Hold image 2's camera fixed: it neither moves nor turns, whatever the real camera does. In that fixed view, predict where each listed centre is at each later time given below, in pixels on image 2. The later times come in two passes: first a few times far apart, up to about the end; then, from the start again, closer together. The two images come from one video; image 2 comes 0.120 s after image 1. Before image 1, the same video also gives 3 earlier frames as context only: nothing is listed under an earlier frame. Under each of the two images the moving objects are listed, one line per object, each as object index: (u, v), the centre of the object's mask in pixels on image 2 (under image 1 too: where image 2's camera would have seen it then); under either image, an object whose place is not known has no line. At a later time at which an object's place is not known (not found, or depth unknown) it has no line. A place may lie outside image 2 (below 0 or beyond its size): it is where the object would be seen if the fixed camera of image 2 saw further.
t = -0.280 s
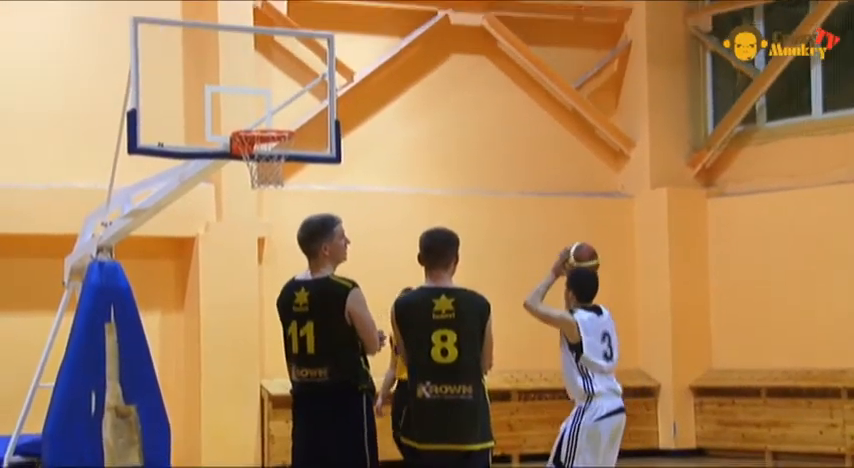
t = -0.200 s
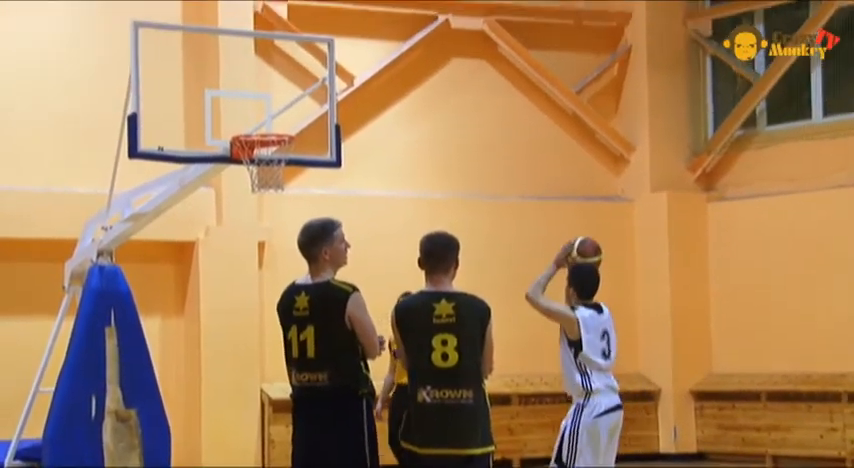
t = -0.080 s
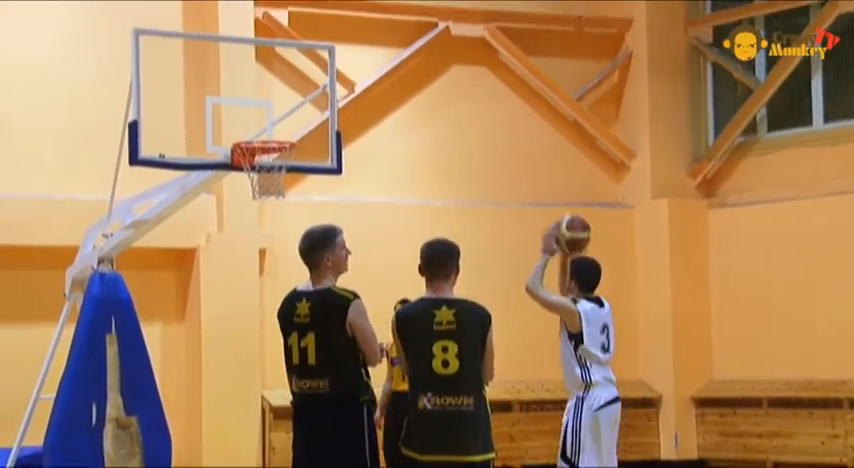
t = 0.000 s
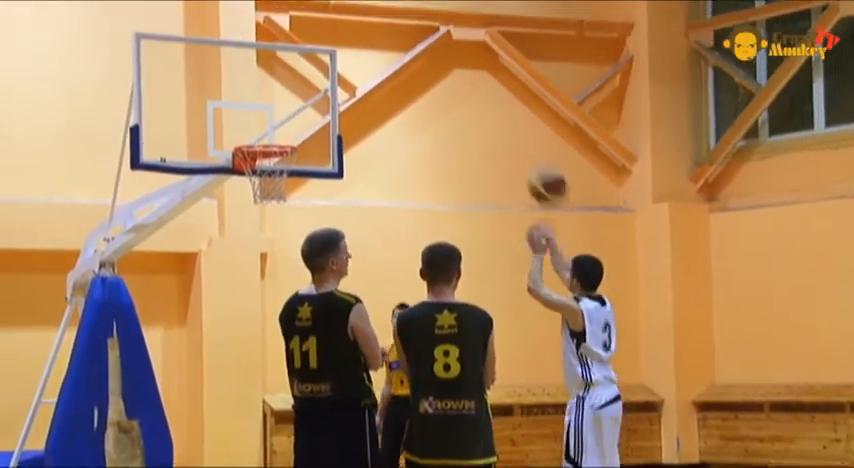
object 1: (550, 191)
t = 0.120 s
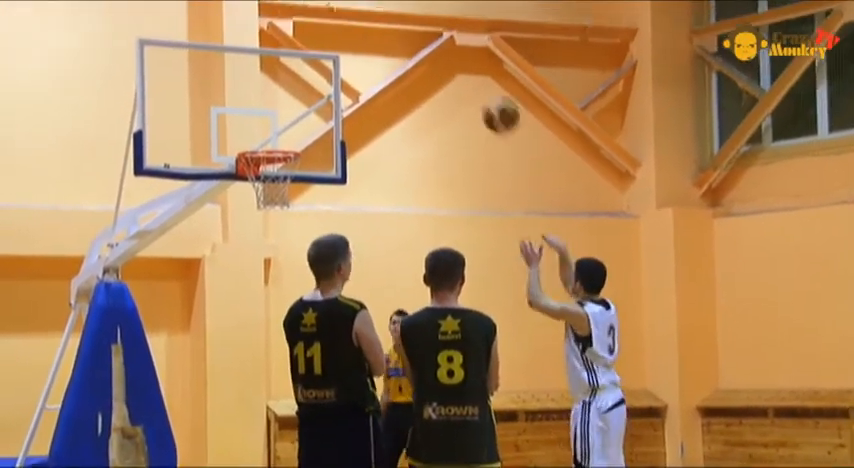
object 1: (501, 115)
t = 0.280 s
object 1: (442, 50)
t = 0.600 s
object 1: (341, 36)
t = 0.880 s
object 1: (269, 128)
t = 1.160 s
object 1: (294, 226)
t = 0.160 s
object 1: (485, 94)
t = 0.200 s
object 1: (470, 78)
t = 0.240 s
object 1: (456, 64)
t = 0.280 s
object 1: (442, 50)
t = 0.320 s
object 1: (428, 41)
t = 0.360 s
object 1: (414, 33)
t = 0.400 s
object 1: (401, 30)
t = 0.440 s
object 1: (389, 27)
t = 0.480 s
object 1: (377, 26)
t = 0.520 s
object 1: (364, 27)
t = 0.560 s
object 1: (353, 30)
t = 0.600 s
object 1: (341, 36)
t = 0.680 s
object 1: (319, 52)
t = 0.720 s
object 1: (309, 64)
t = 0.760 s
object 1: (298, 78)
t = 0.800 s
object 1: (288, 92)
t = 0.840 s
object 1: (279, 109)
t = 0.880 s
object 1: (269, 128)
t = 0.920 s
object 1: (260, 142)
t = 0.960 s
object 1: (258, 167)
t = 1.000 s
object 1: (263, 184)
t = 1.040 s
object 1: (270, 193)
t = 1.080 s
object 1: (278, 199)
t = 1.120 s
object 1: (286, 214)
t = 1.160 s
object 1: (294, 226)
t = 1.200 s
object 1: (301, 240)
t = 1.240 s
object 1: (306, 257)
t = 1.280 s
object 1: (309, 276)
